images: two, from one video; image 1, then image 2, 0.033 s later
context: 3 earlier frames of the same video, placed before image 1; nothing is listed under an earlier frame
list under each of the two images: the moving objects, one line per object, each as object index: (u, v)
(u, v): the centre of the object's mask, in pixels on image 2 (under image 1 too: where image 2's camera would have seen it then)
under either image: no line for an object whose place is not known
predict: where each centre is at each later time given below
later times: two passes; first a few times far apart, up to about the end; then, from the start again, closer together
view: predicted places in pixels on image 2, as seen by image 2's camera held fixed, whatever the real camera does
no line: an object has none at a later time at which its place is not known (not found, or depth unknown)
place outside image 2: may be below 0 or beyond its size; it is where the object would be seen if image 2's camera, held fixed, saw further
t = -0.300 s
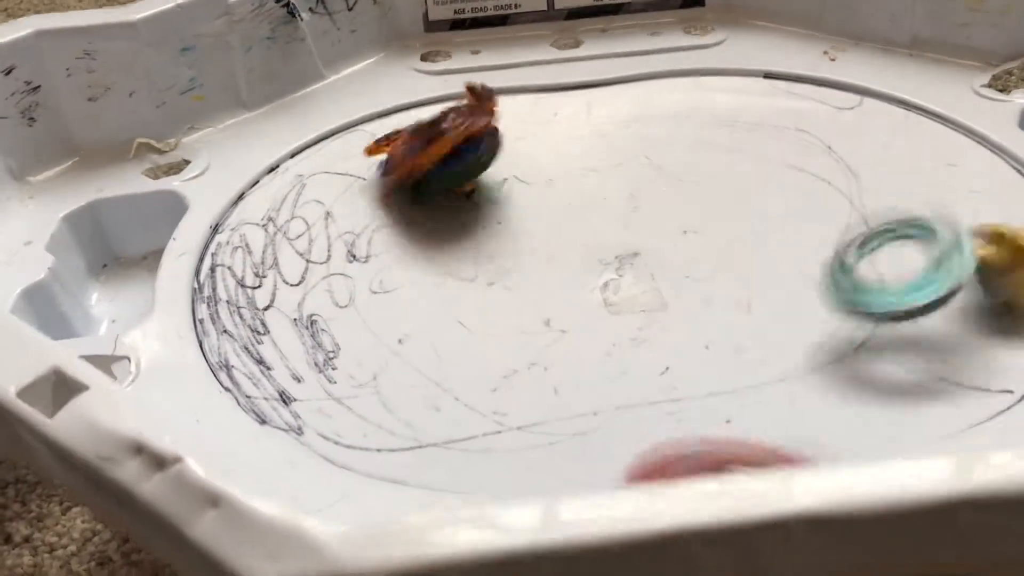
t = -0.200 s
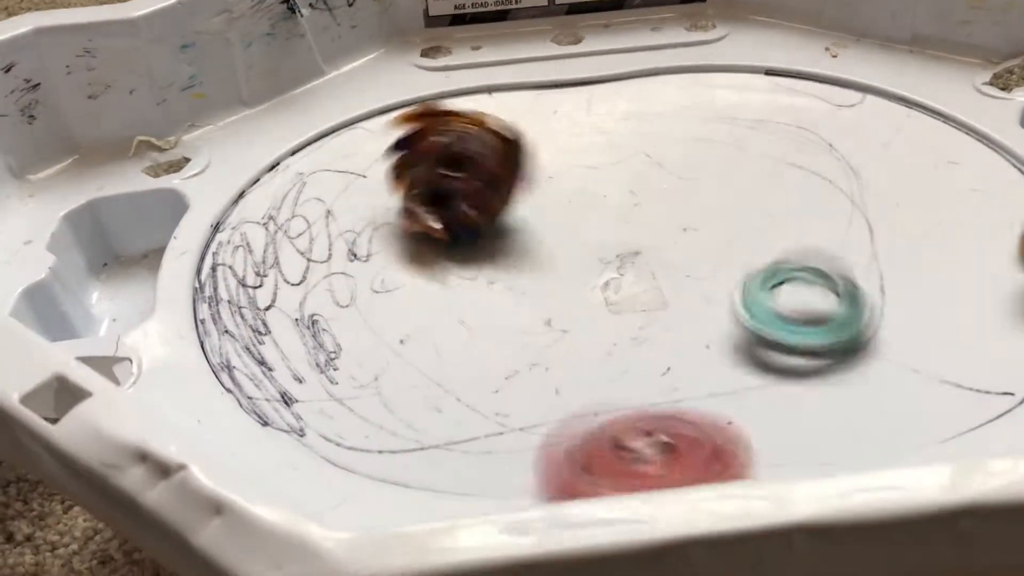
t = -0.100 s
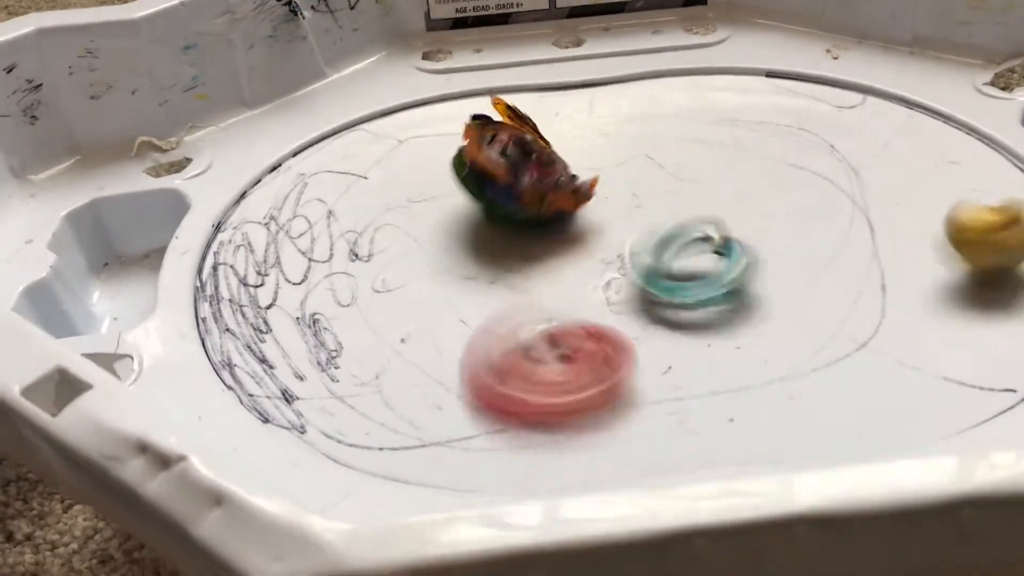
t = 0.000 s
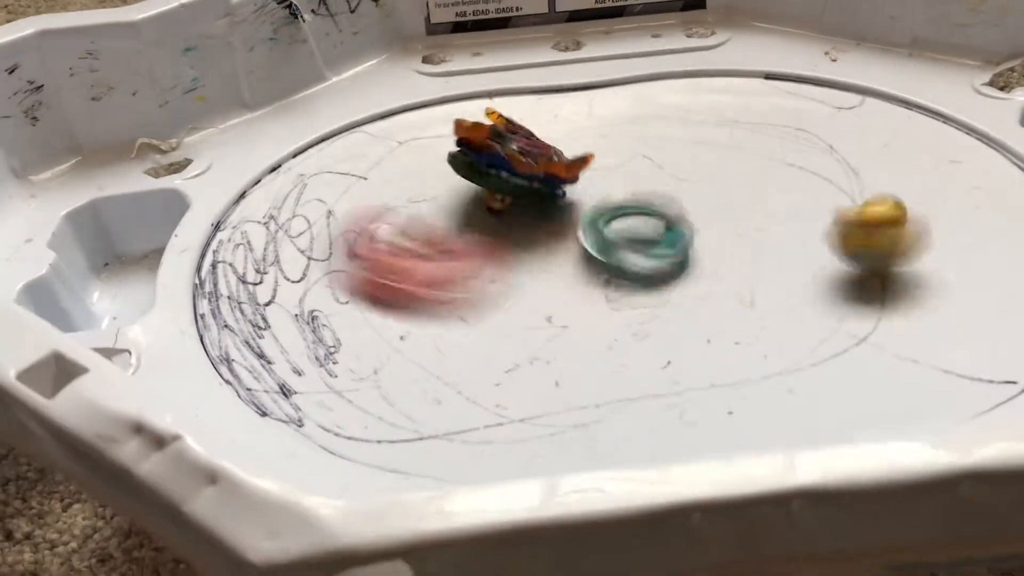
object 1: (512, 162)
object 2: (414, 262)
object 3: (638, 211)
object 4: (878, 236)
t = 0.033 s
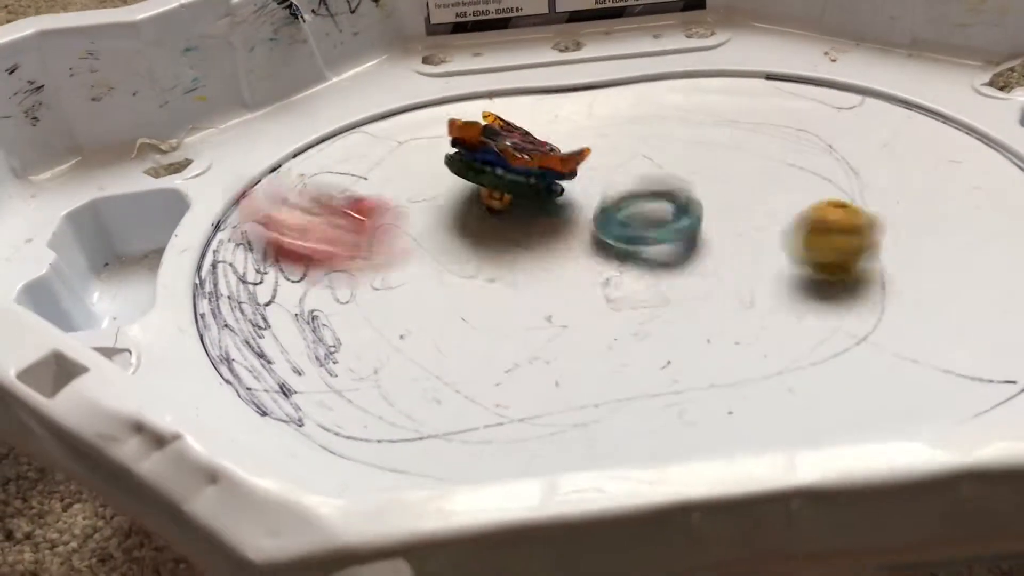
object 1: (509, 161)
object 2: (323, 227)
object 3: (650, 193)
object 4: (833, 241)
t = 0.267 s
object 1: (519, 170)
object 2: (354, 162)
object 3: (682, 120)
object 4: (606, 221)
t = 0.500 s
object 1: (522, 179)
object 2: (431, 169)
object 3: (691, 117)
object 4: (581, 258)
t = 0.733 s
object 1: (520, 180)
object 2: (430, 169)
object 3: (690, 124)
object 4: (580, 258)
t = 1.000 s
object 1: (524, 177)
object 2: (432, 170)
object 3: (690, 124)
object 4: (580, 258)
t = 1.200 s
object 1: (525, 174)
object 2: (433, 171)
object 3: (689, 125)
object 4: (579, 258)
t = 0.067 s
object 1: (508, 161)
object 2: (267, 176)
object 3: (656, 177)
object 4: (799, 232)
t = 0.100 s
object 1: (509, 162)
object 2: (232, 123)
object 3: (663, 173)
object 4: (766, 232)
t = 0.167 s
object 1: (516, 165)
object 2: (245, 113)
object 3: (670, 143)
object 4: (687, 224)
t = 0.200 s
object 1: (519, 167)
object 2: (277, 138)
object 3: (678, 137)
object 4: (651, 222)
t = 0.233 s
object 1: (521, 169)
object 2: (316, 166)
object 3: (683, 123)
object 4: (624, 213)
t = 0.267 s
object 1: (519, 170)
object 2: (354, 162)
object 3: (682, 120)
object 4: (606, 221)
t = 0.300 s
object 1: (519, 172)
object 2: (400, 183)
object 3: (689, 110)
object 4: (597, 229)
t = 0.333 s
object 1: (521, 173)
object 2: (417, 186)
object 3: (686, 109)
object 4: (591, 236)
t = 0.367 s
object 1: (523, 174)
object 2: (419, 182)
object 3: (694, 102)
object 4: (586, 245)
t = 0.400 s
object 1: (523, 176)
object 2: (424, 176)
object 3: (693, 115)
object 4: (583, 251)
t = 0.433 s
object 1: (523, 177)
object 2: (428, 171)
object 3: (692, 113)
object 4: (580, 255)
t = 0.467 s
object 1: (523, 178)
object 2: (431, 169)
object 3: (690, 116)
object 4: (581, 258)
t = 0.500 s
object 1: (522, 179)
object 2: (431, 169)
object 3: (691, 117)
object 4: (581, 258)
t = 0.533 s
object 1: (522, 179)
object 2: (431, 169)
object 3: (690, 122)
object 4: (580, 258)
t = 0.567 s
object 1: (521, 180)
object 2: (431, 169)
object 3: (690, 124)
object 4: (580, 258)
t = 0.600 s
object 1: (520, 181)
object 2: (430, 169)
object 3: (690, 124)
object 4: (580, 258)
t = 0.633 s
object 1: (519, 181)
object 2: (429, 169)
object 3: (690, 124)
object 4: (580, 258)
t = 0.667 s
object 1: (518, 181)
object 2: (429, 169)
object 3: (690, 124)
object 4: (579, 258)
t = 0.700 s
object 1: (519, 181)
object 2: (429, 169)
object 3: (690, 124)
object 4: (580, 258)
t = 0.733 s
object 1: (520, 180)
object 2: (430, 169)
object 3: (690, 124)
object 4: (580, 258)
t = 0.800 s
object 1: (522, 179)
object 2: (431, 169)
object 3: (689, 124)
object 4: (580, 258)
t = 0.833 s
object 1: (522, 179)
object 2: (431, 169)
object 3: (689, 124)
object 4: (580, 258)
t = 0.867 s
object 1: (523, 178)
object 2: (431, 169)
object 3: (690, 124)
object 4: (580, 258)
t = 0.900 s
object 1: (523, 178)
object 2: (431, 169)
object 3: (689, 124)
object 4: (580, 258)
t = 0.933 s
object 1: (523, 178)
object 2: (431, 169)
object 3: (689, 125)
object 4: (579, 258)
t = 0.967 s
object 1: (523, 177)
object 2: (432, 169)
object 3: (689, 125)
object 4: (580, 258)
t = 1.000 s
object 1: (524, 177)
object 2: (432, 170)
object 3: (690, 124)
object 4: (580, 258)
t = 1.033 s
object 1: (524, 177)
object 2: (432, 170)
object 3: (690, 124)
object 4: (580, 259)
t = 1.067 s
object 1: (524, 177)
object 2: (432, 170)
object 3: (690, 125)
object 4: (580, 258)
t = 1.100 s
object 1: (524, 176)
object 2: (432, 170)
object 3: (689, 125)
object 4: (580, 258)
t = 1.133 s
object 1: (524, 175)
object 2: (433, 170)
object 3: (689, 125)
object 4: (580, 258)
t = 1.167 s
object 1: (525, 175)
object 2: (433, 171)
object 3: (689, 125)
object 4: (580, 258)
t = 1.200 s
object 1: (525, 174)
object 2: (433, 171)
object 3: (689, 125)
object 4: (579, 258)
